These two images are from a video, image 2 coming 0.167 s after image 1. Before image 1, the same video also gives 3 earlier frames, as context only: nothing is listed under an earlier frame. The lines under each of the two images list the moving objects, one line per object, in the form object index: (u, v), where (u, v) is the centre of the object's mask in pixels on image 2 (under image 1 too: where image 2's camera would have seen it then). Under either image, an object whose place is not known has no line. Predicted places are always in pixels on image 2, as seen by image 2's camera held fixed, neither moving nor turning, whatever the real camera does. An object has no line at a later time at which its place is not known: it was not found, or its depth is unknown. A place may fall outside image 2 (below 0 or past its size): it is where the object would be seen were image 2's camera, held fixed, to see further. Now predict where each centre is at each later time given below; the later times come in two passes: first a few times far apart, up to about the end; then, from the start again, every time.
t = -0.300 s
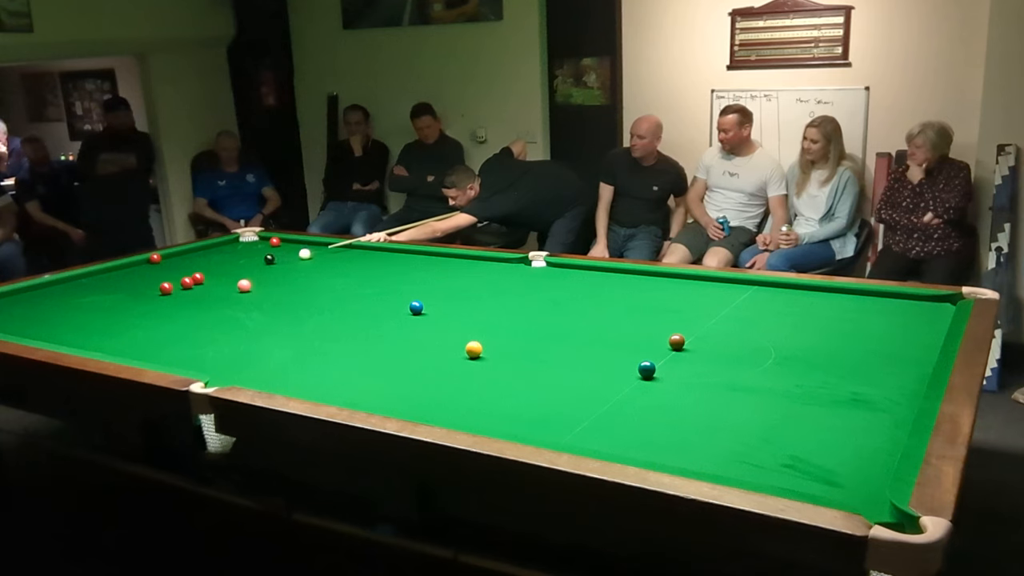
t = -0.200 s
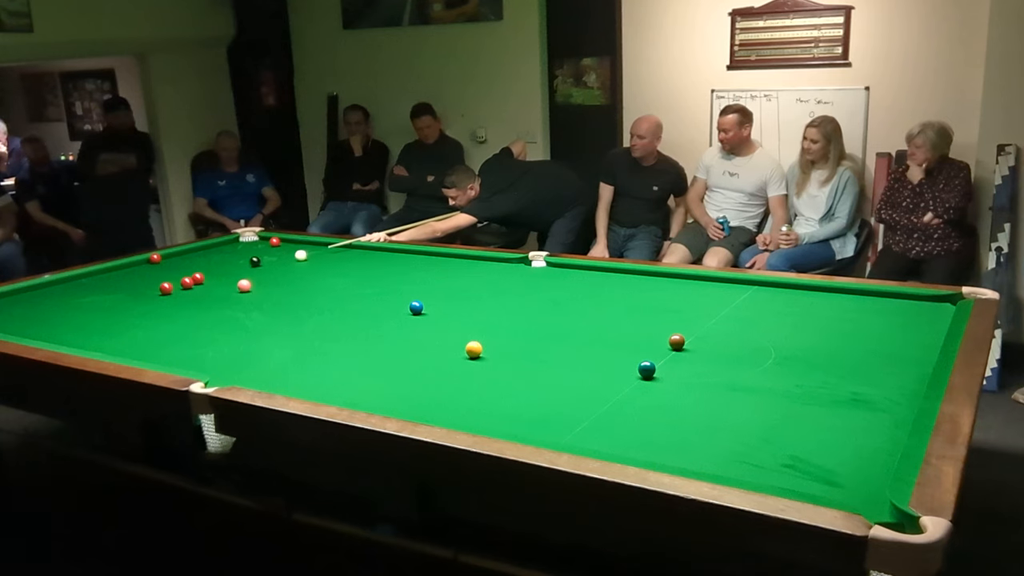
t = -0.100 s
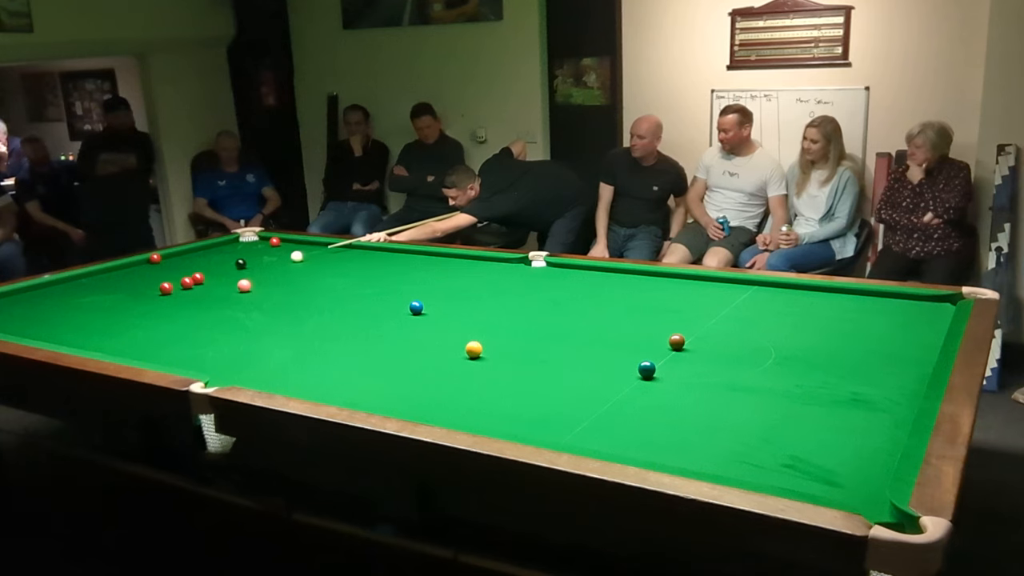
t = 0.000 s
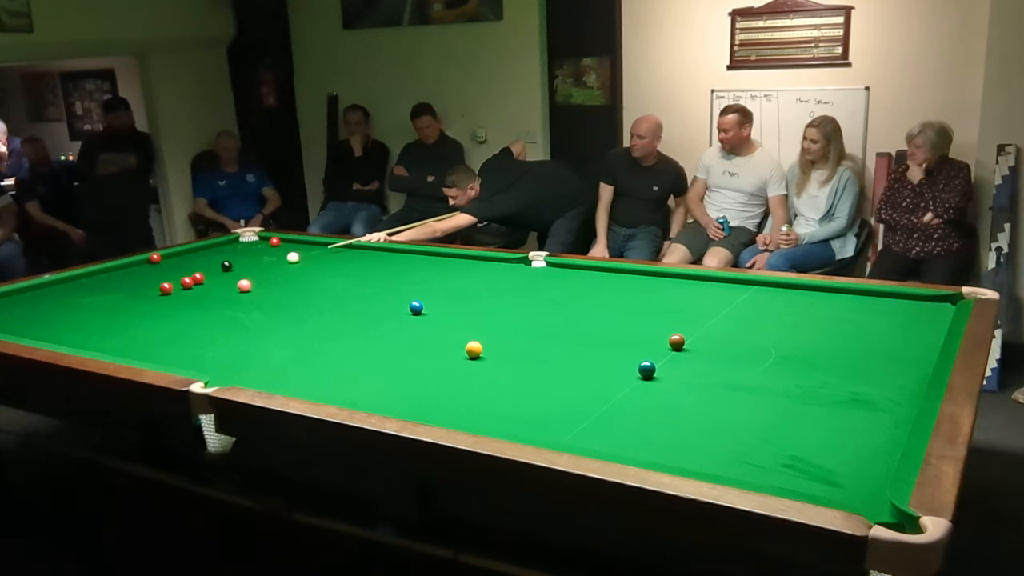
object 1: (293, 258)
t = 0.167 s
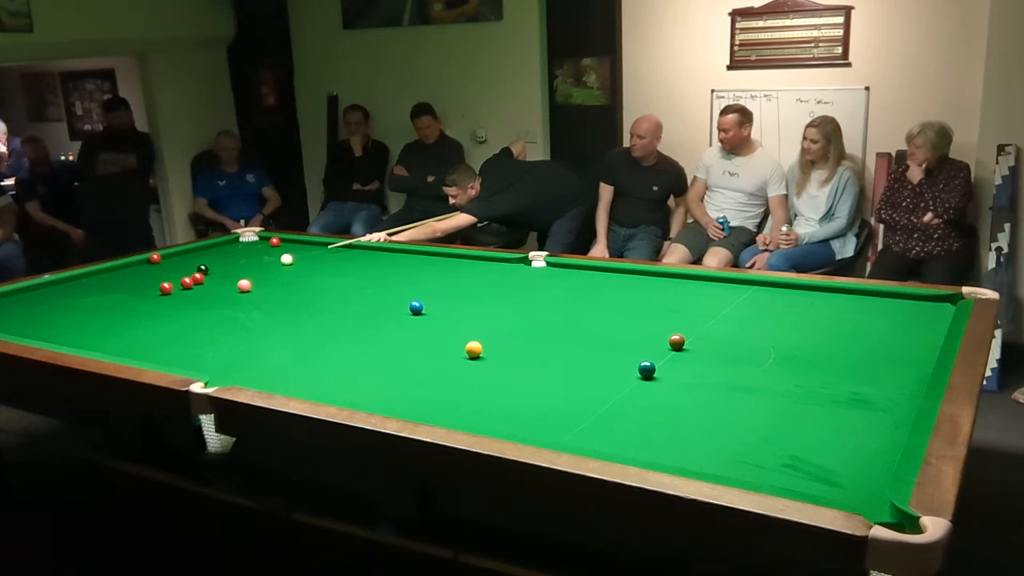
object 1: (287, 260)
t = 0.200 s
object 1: (286, 261)
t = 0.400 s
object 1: (279, 263)
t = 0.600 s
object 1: (272, 264)
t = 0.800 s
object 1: (266, 267)
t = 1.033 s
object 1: (259, 269)
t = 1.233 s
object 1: (254, 270)
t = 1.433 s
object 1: (249, 271)
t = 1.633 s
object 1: (245, 272)
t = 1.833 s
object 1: (241, 273)
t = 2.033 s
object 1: (237, 274)
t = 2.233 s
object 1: (235, 275)
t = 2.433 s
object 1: (233, 276)
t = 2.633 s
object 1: (232, 277)
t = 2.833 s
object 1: (231, 277)
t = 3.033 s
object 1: (231, 277)
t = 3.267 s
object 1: (231, 277)
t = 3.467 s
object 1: (231, 277)
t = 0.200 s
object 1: (286, 261)
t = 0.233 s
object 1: (285, 261)
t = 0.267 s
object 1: (284, 261)
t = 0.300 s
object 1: (282, 262)
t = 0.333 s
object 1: (281, 262)
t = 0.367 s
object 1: (280, 262)
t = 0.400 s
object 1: (279, 263)
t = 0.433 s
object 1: (277, 263)
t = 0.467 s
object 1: (276, 263)
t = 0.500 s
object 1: (275, 264)
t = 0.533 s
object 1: (274, 264)
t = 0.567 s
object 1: (273, 264)
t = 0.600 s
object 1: (272, 264)
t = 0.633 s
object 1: (271, 265)
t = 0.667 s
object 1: (270, 265)
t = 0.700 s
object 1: (270, 266)
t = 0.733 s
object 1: (268, 266)
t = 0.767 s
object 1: (267, 266)
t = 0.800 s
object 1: (266, 267)
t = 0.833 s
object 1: (265, 267)
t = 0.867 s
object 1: (264, 267)
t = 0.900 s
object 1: (263, 267)
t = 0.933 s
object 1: (262, 268)
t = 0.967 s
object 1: (261, 268)
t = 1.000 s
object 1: (260, 268)
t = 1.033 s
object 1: (259, 269)
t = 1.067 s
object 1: (258, 269)
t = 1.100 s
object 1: (258, 269)
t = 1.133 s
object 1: (257, 269)
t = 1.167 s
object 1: (256, 270)
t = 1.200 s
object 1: (255, 270)
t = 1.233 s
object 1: (254, 270)
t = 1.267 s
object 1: (253, 270)
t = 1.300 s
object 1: (252, 270)
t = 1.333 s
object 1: (252, 271)
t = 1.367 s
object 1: (251, 271)
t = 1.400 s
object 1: (250, 271)
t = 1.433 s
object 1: (249, 271)
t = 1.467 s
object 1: (248, 272)
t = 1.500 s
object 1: (248, 272)
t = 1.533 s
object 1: (247, 272)
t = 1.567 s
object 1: (246, 272)
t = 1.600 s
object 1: (245, 272)
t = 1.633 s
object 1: (245, 272)
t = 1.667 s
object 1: (244, 273)
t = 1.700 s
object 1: (243, 273)
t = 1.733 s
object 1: (243, 273)
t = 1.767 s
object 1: (242, 273)
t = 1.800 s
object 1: (242, 273)
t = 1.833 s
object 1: (241, 273)
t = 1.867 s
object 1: (240, 273)
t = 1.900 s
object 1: (240, 274)
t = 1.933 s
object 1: (239, 274)
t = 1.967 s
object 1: (238, 274)
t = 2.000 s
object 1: (238, 274)
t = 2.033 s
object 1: (237, 274)
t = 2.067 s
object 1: (237, 275)
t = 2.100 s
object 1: (237, 275)
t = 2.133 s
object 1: (236, 275)
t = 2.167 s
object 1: (236, 275)
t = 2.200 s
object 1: (235, 275)
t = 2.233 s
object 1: (235, 275)
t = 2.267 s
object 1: (235, 275)
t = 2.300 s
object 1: (234, 276)
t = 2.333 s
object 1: (234, 276)
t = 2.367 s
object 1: (234, 276)
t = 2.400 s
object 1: (233, 276)
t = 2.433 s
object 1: (233, 276)
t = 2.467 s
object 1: (233, 276)
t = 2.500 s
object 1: (233, 276)
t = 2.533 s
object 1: (232, 276)
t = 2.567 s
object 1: (232, 276)
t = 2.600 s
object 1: (232, 276)
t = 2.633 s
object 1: (232, 277)
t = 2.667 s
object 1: (232, 277)
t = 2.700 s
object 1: (232, 277)
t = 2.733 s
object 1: (231, 277)
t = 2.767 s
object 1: (231, 277)
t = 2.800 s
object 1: (231, 277)
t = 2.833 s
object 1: (231, 277)
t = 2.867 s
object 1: (231, 277)
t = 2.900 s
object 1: (231, 277)
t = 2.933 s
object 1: (231, 277)
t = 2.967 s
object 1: (231, 277)
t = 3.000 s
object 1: (231, 277)
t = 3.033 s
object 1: (231, 277)
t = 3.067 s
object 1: (231, 277)
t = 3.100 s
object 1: (231, 277)
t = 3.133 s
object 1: (231, 277)
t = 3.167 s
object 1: (231, 277)
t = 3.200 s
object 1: (231, 277)
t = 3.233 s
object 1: (231, 277)
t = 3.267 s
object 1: (231, 277)
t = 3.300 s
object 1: (231, 277)
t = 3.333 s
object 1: (231, 277)
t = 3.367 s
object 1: (231, 277)
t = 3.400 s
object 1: (231, 277)
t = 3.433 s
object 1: (231, 277)
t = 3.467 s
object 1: (231, 277)
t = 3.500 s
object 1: (231, 277)
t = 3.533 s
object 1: (231, 277)
